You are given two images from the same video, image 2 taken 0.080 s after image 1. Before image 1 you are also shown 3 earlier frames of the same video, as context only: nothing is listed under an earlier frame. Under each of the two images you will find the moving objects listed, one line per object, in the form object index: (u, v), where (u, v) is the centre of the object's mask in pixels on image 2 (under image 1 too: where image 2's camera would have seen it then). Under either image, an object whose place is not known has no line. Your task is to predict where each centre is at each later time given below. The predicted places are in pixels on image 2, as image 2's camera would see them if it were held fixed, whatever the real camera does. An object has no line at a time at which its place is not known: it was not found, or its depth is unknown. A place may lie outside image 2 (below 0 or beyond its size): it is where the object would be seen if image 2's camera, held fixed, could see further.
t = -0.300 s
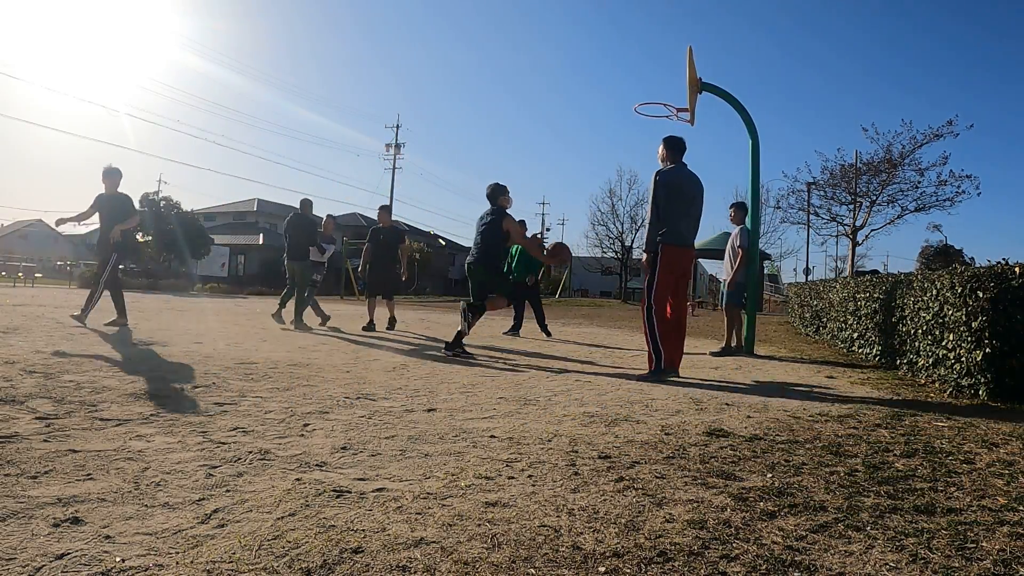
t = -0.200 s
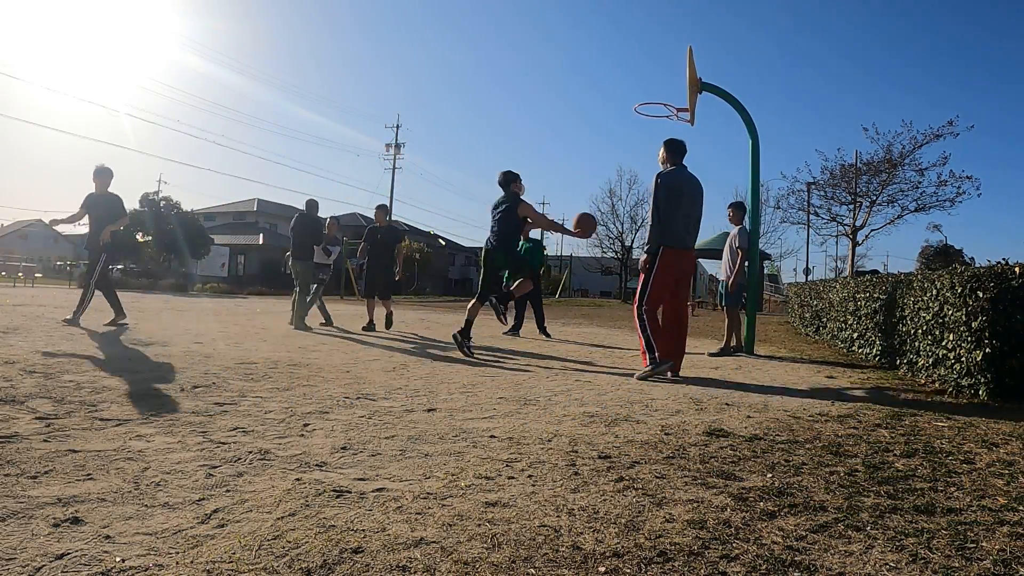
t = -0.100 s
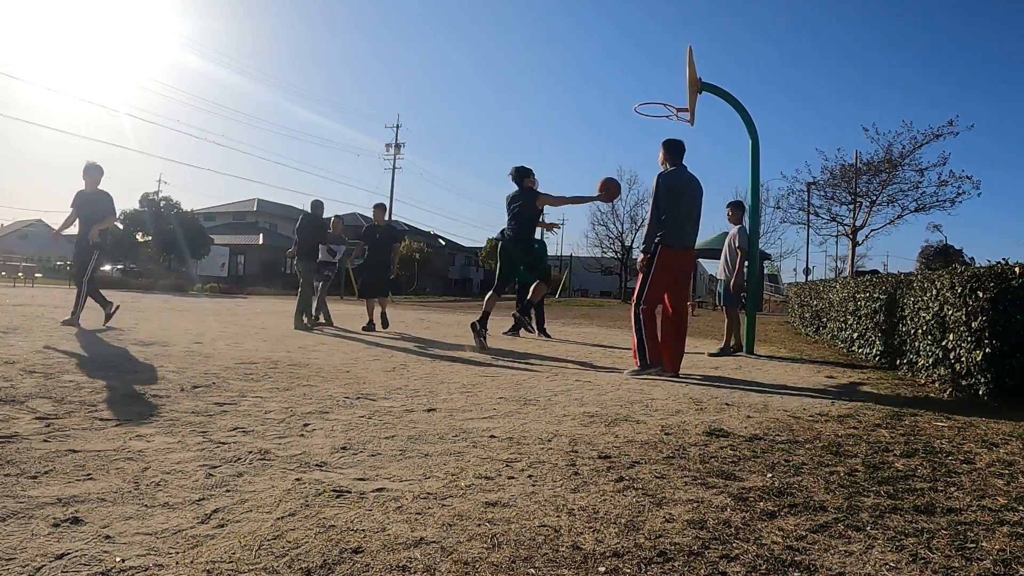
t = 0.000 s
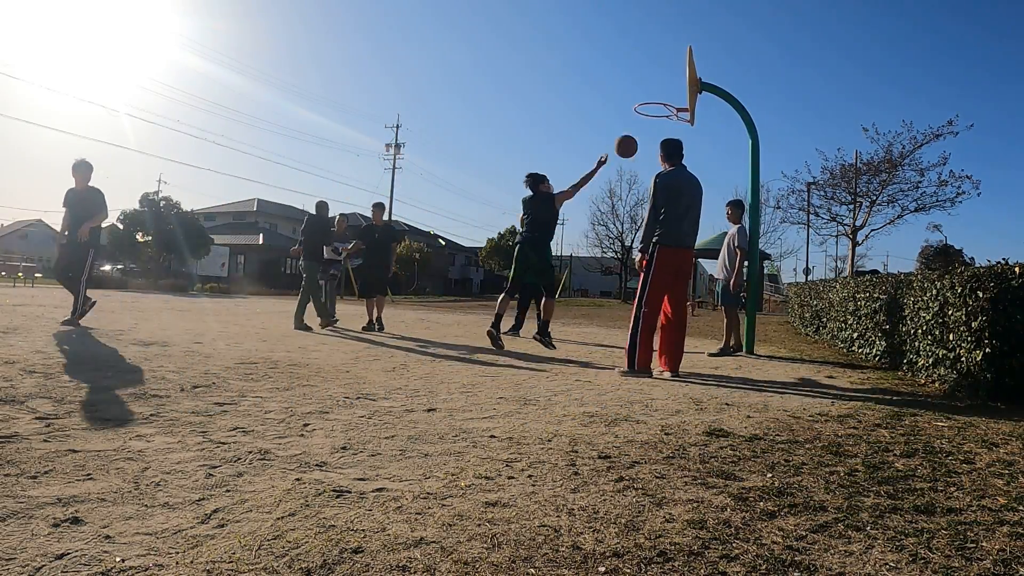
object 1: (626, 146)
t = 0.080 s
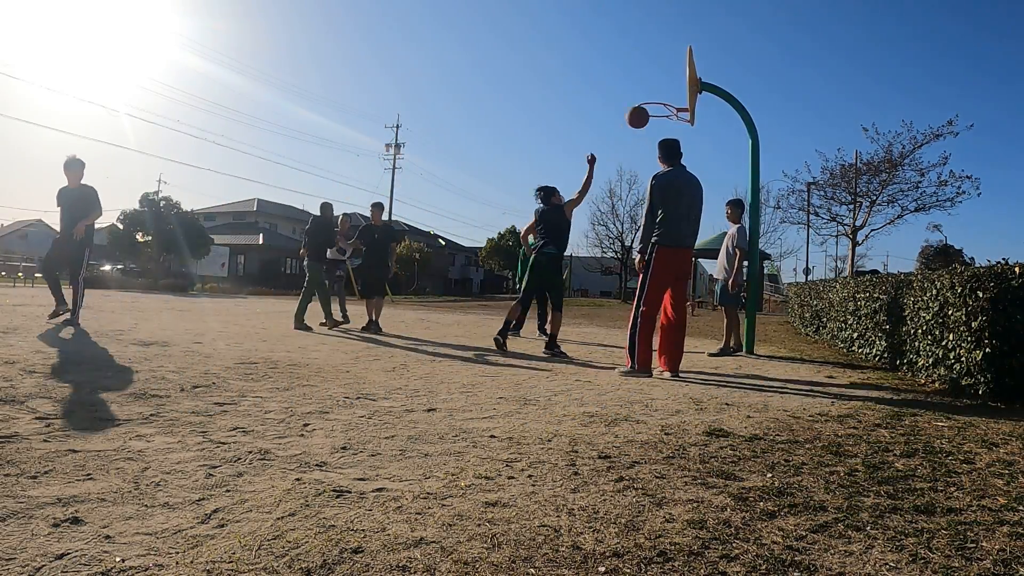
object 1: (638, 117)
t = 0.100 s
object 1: (641, 111)
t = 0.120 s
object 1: (643, 105)
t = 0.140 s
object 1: (646, 100)
